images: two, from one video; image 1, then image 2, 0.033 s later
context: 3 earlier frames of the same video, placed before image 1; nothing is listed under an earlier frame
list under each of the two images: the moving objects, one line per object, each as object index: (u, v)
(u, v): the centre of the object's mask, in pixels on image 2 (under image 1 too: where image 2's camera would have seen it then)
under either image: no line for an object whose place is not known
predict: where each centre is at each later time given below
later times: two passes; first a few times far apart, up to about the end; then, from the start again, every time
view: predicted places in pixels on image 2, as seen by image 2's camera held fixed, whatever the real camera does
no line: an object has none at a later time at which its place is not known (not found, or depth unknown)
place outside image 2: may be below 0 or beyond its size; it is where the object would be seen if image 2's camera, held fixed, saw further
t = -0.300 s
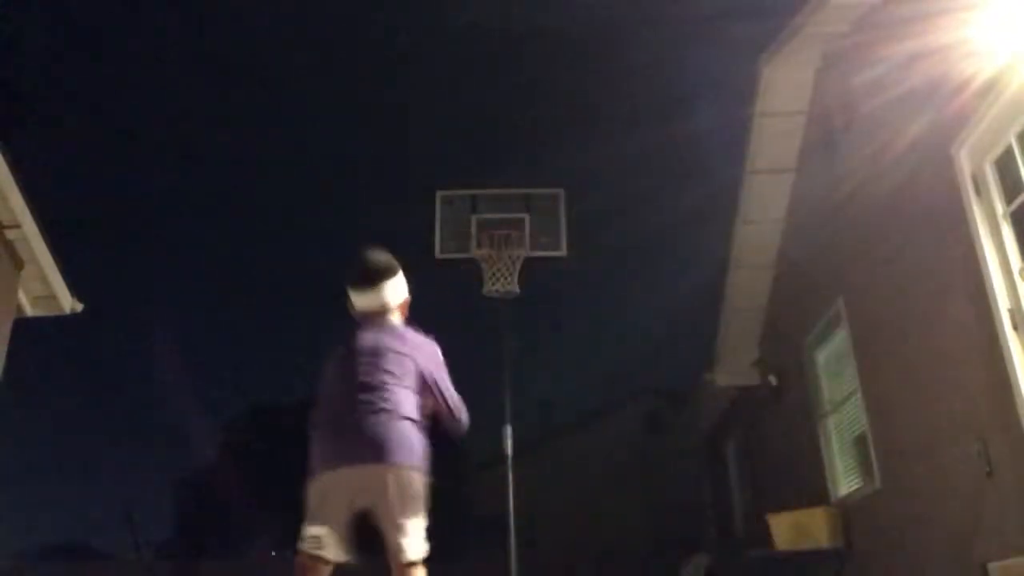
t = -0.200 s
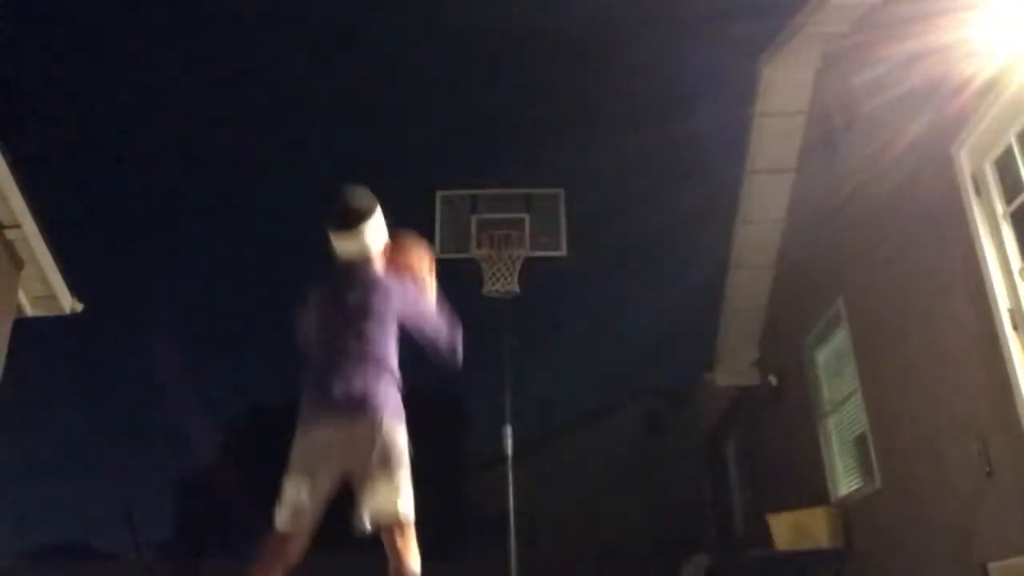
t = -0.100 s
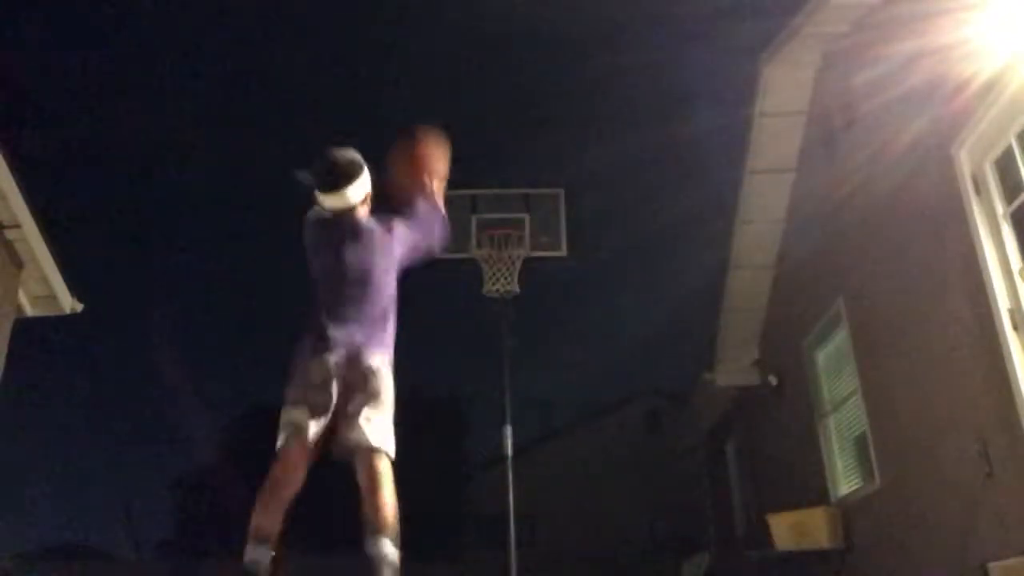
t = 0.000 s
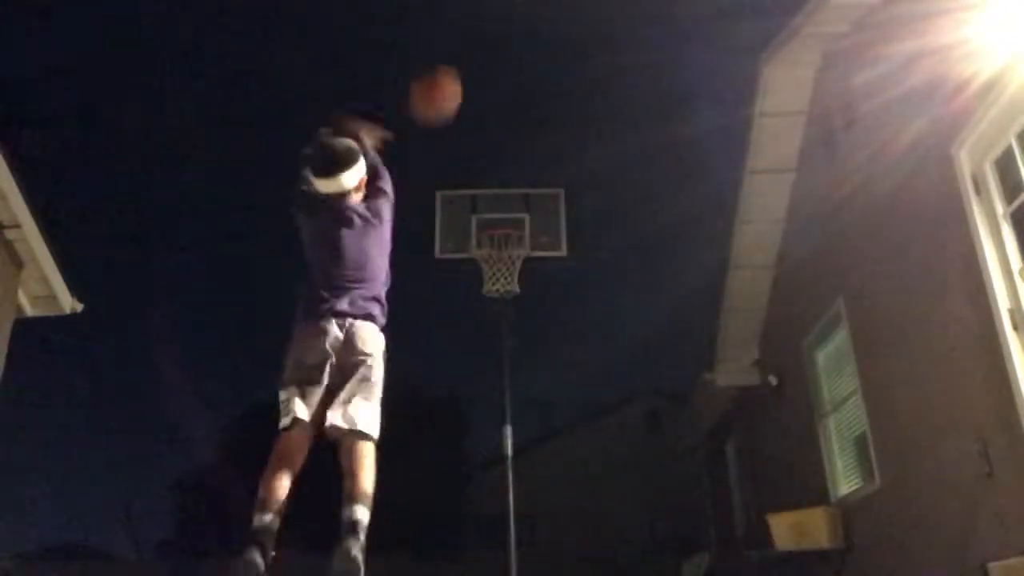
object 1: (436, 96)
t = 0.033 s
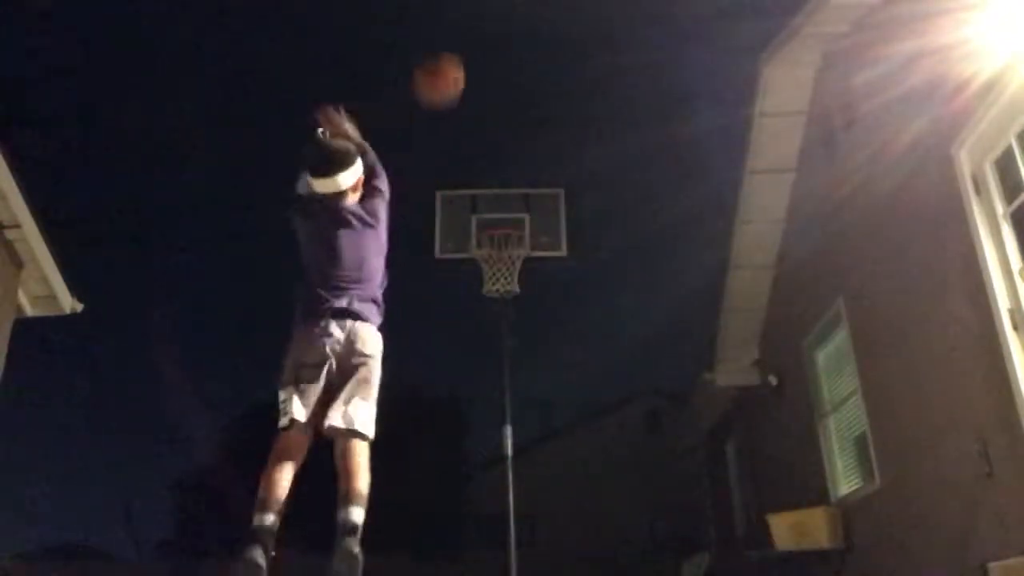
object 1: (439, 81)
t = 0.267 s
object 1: (461, 46)
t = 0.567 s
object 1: (478, 105)
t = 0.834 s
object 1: (496, 222)
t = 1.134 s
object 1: (514, 161)
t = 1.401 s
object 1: (538, 149)
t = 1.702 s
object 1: (576, 236)
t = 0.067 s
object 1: (443, 69)
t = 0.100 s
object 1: (447, 60)
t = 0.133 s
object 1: (450, 52)
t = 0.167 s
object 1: (453, 48)
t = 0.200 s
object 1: (456, 46)
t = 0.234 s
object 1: (458, 45)
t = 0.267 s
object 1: (461, 46)
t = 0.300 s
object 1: (463, 48)
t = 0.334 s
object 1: (465, 53)
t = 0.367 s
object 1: (468, 58)
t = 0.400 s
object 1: (471, 62)
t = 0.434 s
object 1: (473, 68)
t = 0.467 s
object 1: (474, 77)
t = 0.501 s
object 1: (476, 86)
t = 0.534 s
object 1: (478, 96)
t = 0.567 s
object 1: (478, 105)
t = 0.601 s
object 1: (481, 117)
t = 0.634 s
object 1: (482, 128)
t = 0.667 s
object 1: (485, 144)
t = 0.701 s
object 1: (487, 158)
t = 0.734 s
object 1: (488, 172)
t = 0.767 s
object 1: (491, 182)
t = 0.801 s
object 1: (492, 200)
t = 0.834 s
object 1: (496, 222)
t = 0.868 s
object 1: (496, 224)
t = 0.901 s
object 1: (498, 224)
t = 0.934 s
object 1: (499, 219)
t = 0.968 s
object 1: (500, 201)
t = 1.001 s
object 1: (504, 191)
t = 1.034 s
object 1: (508, 180)
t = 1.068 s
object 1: (510, 173)
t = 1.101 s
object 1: (513, 166)
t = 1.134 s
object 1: (514, 161)
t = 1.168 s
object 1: (518, 155)
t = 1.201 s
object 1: (520, 151)
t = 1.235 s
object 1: (523, 147)
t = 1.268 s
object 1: (525, 146)
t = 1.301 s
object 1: (527, 145)
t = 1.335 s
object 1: (532, 146)
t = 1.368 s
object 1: (535, 147)
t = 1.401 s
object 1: (538, 149)
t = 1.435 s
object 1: (542, 154)
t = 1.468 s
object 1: (546, 158)
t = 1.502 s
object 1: (549, 163)
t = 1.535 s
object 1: (552, 171)
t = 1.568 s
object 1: (555, 181)
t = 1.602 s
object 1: (561, 190)
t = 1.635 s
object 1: (565, 204)
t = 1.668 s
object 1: (571, 220)
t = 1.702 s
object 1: (576, 236)
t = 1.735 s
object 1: (579, 256)
